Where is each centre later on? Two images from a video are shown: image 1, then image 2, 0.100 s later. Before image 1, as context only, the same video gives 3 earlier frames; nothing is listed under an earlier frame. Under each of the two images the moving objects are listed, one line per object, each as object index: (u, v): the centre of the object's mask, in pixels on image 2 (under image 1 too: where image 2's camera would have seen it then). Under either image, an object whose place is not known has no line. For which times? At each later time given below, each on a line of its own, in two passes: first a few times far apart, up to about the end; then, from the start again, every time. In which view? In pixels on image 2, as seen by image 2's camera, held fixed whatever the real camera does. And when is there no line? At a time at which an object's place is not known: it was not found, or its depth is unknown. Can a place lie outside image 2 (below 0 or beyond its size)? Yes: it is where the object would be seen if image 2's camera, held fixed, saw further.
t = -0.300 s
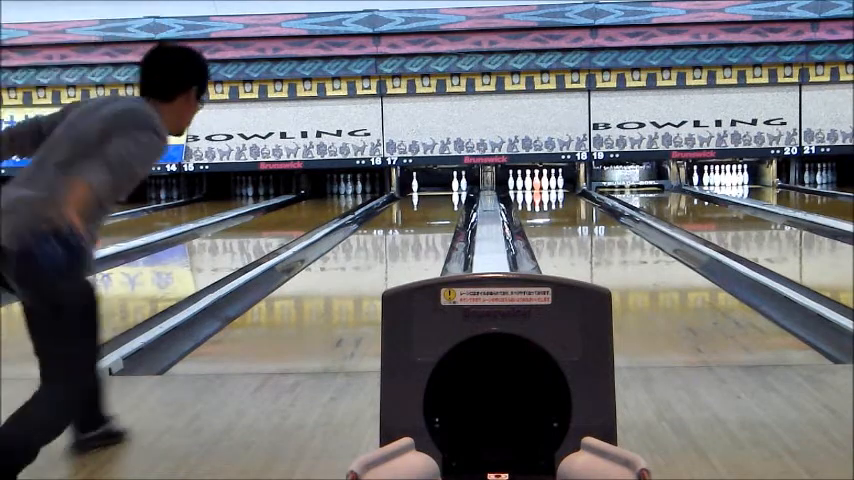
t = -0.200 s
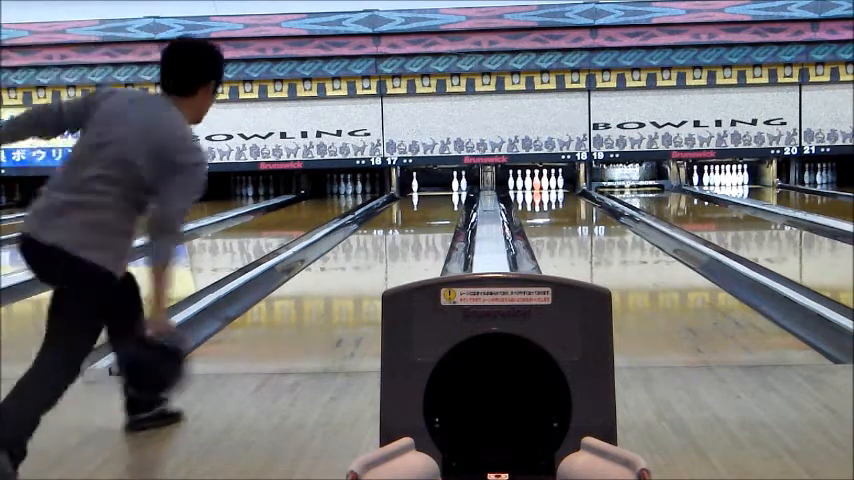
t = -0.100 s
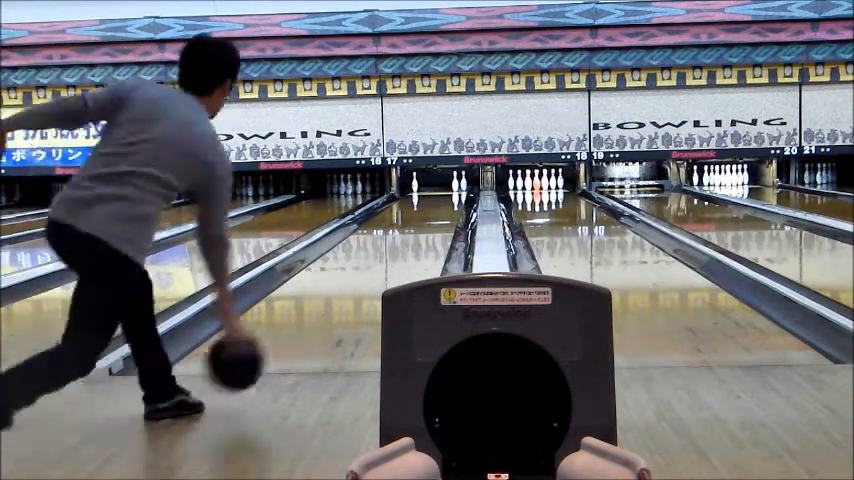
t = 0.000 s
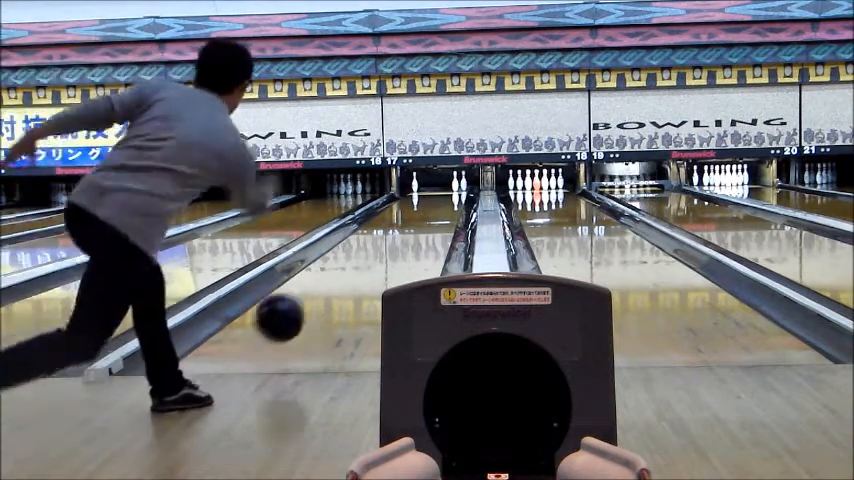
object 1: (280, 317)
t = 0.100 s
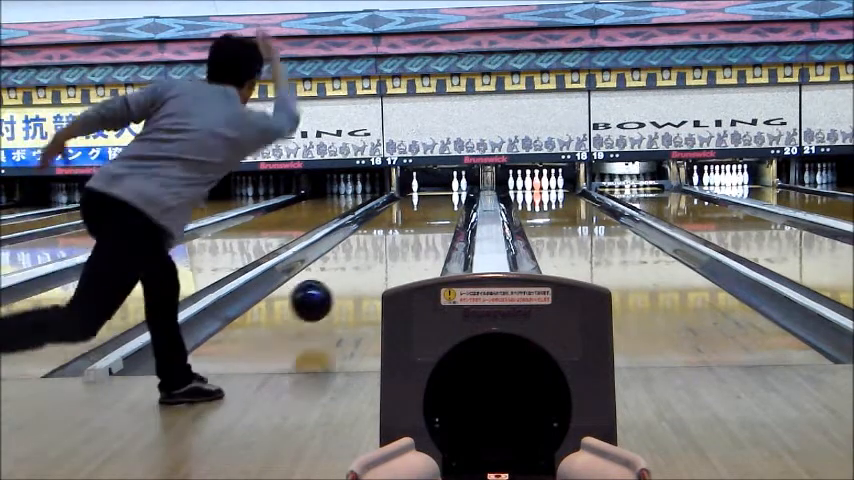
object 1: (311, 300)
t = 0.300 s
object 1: (354, 277)
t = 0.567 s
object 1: (388, 246)
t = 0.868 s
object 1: (411, 224)
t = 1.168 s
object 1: (426, 211)
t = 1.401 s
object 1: (433, 202)
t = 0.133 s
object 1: (320, 300)
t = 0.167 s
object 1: (328, 300)
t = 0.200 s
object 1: (335, 293)
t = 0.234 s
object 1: (342, 288)
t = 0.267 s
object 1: (348, 282)
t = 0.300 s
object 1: (354, 277)
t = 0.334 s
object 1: (359, 272)
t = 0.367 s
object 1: (364, 267)
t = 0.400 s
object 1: (369, 263)
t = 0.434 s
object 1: (373, 259)
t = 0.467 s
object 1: (377, 255)
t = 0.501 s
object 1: (381, 252)
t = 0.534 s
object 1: (384, 249)
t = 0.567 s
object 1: (388, 246)
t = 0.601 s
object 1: (391, 243)
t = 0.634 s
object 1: (394, 240)
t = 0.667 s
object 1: (397, 238)
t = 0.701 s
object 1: (399, 235)
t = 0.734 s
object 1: (402, 233)
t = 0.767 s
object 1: (404, 231)
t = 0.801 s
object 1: (406, 229)
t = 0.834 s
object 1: (409, 226)
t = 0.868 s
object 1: (411, 224)
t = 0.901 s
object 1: (413, 222)
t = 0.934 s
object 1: (415, 221)
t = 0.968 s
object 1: (417, 218)
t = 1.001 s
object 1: (418, 217)
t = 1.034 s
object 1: (420, 215)
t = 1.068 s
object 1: (422, 214)
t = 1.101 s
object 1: (423, 213)
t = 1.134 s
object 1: (424, 212)
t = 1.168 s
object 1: (426, 211)
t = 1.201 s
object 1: (427, 210)
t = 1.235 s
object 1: (429, 209)
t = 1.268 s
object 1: (430, 207)
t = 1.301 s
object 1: (431, 206)
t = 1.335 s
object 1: (432, 204)
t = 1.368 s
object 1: (433, 202)
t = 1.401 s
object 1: (433, 202)
